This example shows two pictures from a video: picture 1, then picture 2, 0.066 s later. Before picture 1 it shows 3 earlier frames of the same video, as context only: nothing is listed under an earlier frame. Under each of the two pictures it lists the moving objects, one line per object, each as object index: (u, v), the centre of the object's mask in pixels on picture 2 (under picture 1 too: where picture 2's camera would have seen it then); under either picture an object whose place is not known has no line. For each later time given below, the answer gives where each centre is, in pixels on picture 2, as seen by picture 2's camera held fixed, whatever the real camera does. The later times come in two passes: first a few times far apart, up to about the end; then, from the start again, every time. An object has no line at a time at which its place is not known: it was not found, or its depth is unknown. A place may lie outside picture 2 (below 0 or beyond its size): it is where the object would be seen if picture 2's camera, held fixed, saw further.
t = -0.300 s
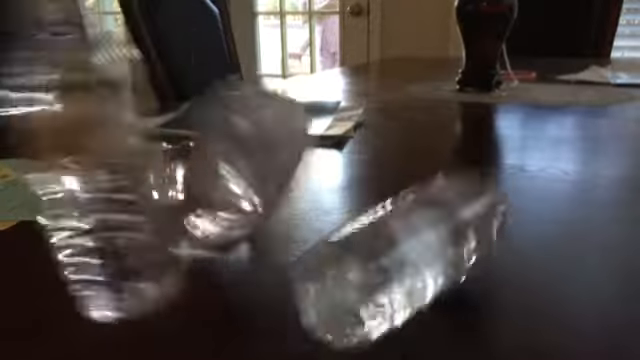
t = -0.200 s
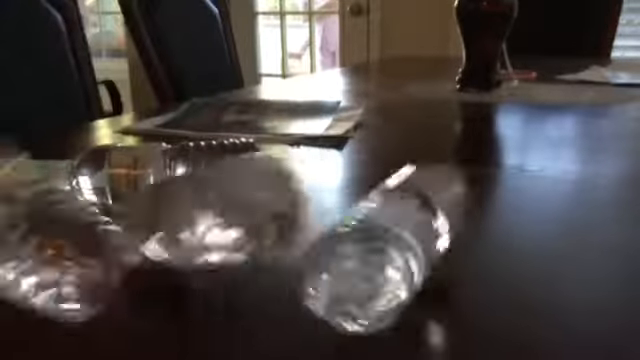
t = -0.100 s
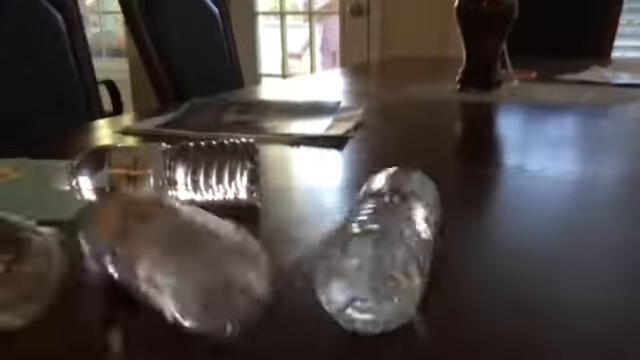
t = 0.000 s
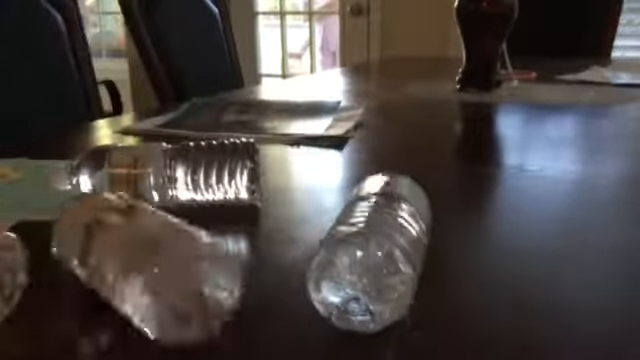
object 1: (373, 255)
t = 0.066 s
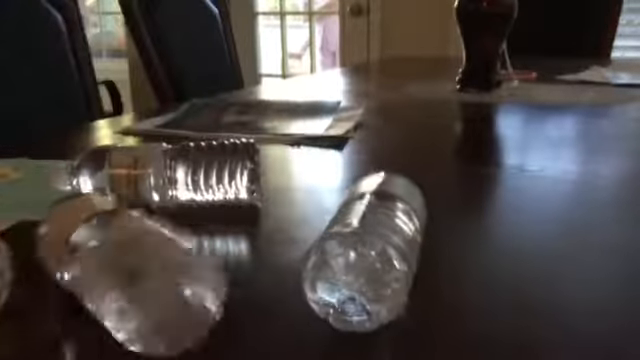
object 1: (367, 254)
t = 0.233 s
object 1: (364, 254)
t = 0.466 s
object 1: (379, 256)
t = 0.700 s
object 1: (404, 258)
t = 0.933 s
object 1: (428, 260)
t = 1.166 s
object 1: (450, 262)
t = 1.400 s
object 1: (482, 265)
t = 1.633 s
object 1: (533, 271)
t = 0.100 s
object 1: (365, 254)
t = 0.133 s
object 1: (364, 254)
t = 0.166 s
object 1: (363, 254)
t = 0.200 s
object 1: (364, 254)
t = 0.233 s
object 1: (364, 254)
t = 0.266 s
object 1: (365, 255)
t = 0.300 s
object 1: (367, 255)
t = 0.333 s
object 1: (369, 254)
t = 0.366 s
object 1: (371, 255)
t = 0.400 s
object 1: (373, 255)
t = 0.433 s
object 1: (377, 255)
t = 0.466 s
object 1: (379, 256)
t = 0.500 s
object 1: (384, 257)
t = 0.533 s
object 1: (388, 257)
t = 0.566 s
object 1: (392, 258)
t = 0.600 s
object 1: (395, 257)
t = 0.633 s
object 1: (398, 257)
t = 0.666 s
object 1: (401, 257)
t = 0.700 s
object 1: (404, 258)
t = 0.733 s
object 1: (408, 258)
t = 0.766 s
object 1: (411, 259)
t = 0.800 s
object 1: (414, 259)
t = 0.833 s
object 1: (418, 259)
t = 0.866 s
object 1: (421, 259)
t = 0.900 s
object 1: (425, 260)
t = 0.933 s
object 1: (428, 260)
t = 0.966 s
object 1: (430, 261)
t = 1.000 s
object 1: (433, 261)
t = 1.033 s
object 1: (436, 262)
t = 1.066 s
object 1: (439, 262)
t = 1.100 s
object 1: (443, 262)
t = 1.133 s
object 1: (447, 262)
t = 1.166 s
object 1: (450, 262)
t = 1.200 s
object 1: (454, 262)
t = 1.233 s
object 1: (458, 263)
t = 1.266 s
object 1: (462, 264)
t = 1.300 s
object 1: (466, 264)
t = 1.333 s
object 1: (472, 264)
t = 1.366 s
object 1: (477, 265)
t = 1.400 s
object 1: (482, 265)
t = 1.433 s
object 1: (489, 266)
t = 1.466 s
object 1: (495, 268)
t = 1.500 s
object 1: (503, 269)
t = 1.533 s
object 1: (509, 270)
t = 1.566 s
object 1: (517, 271)
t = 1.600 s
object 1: (525, 270)
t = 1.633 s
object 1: (533, 271)
